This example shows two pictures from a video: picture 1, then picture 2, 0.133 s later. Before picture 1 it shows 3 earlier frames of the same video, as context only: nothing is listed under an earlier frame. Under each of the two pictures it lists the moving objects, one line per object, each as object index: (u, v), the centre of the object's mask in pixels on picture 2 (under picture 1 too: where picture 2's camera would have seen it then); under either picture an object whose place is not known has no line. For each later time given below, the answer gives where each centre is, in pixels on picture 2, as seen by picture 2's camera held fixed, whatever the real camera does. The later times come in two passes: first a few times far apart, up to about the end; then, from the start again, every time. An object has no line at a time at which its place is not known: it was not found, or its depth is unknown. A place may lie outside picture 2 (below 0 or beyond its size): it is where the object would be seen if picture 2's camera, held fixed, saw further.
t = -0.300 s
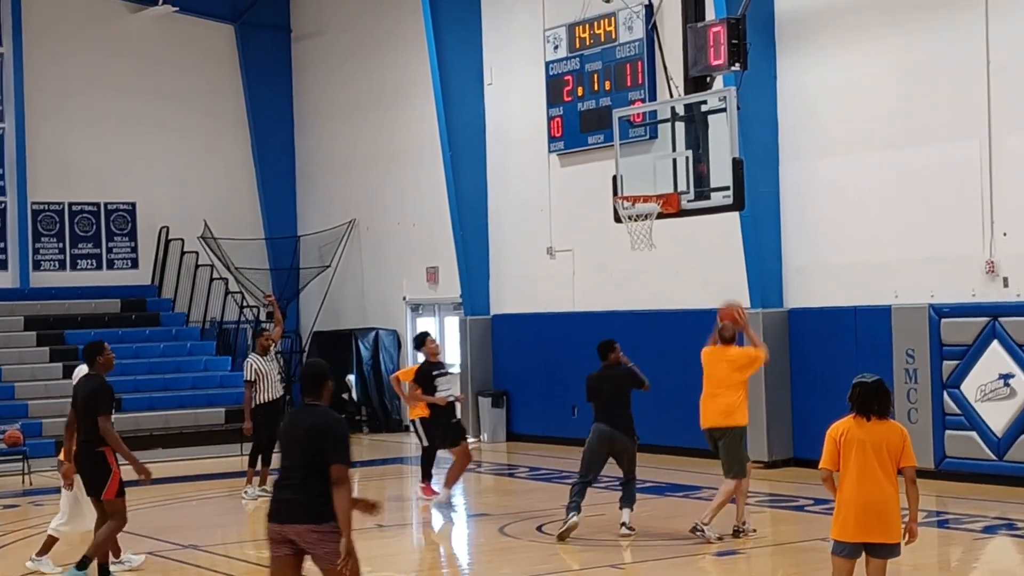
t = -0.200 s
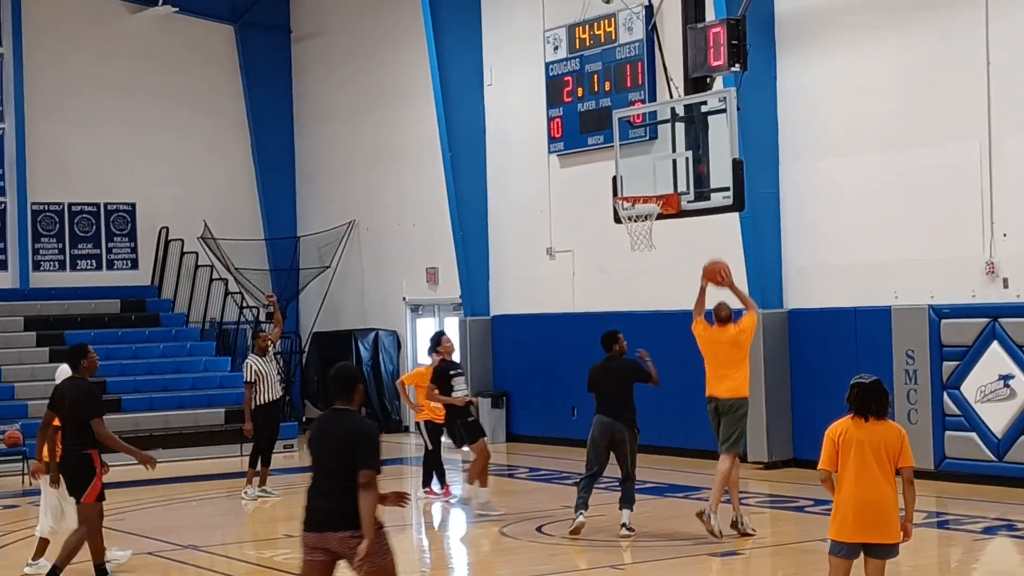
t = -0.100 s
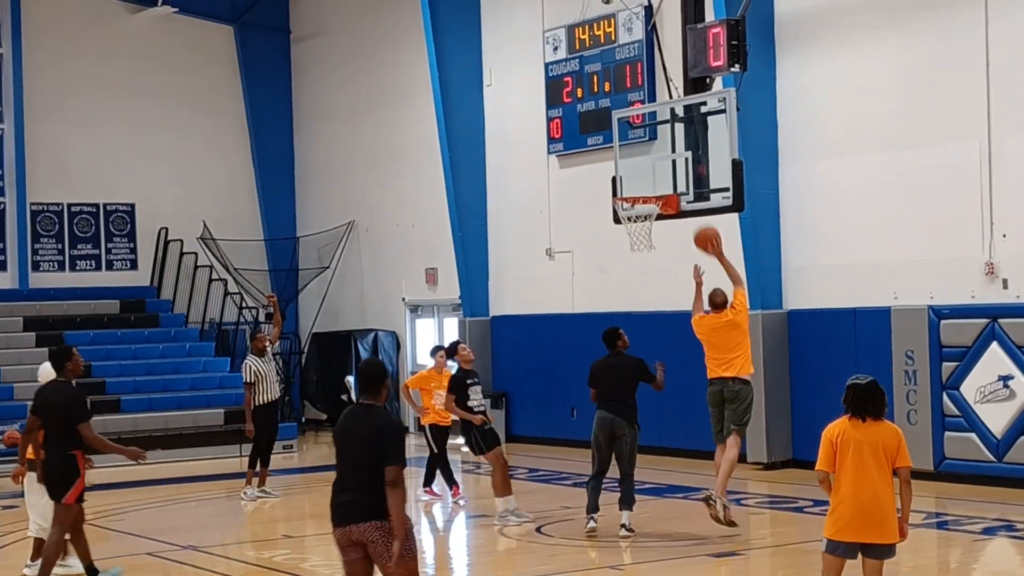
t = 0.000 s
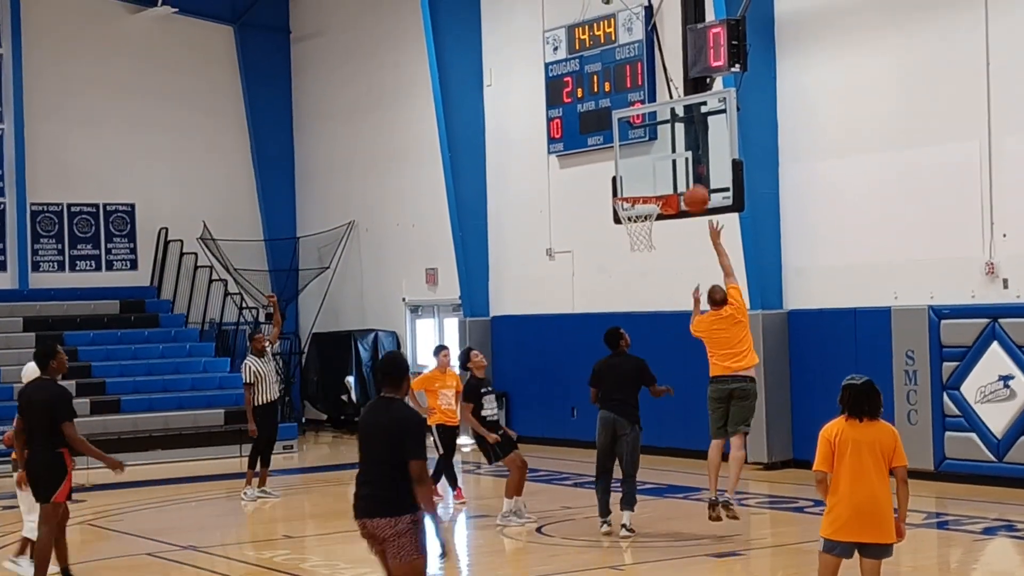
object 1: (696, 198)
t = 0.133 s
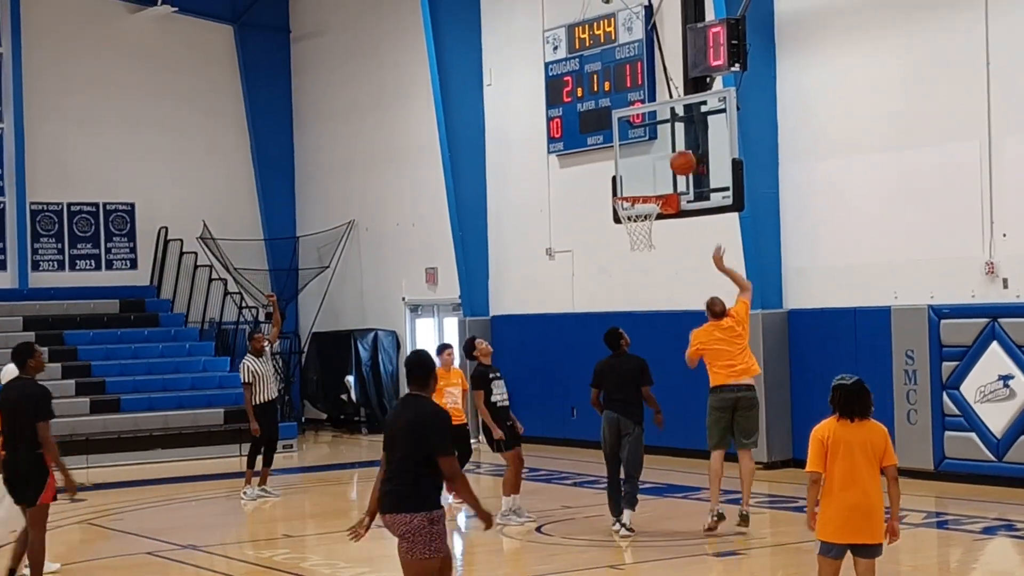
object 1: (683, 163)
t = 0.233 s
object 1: (668, 155)
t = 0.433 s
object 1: (640, 173)
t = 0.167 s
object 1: (679, 157)
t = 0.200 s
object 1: (673, 156)
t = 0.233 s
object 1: (668, 155)
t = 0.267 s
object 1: (662, 157)
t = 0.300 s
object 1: (658, 156)
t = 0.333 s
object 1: (652, 159)
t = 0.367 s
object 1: (648, 161)
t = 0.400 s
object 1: (644, 169)
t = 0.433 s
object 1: (640, 173)
